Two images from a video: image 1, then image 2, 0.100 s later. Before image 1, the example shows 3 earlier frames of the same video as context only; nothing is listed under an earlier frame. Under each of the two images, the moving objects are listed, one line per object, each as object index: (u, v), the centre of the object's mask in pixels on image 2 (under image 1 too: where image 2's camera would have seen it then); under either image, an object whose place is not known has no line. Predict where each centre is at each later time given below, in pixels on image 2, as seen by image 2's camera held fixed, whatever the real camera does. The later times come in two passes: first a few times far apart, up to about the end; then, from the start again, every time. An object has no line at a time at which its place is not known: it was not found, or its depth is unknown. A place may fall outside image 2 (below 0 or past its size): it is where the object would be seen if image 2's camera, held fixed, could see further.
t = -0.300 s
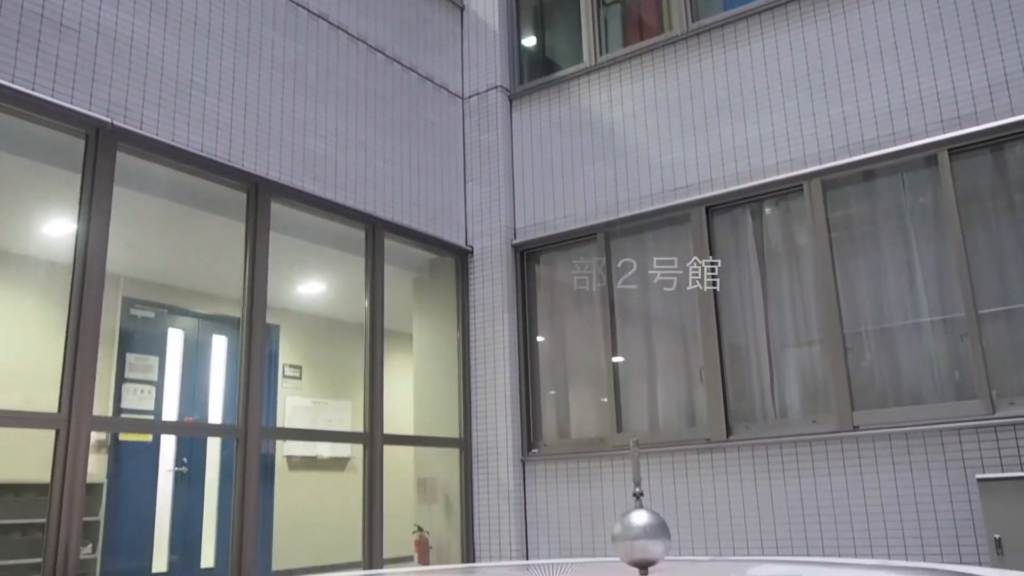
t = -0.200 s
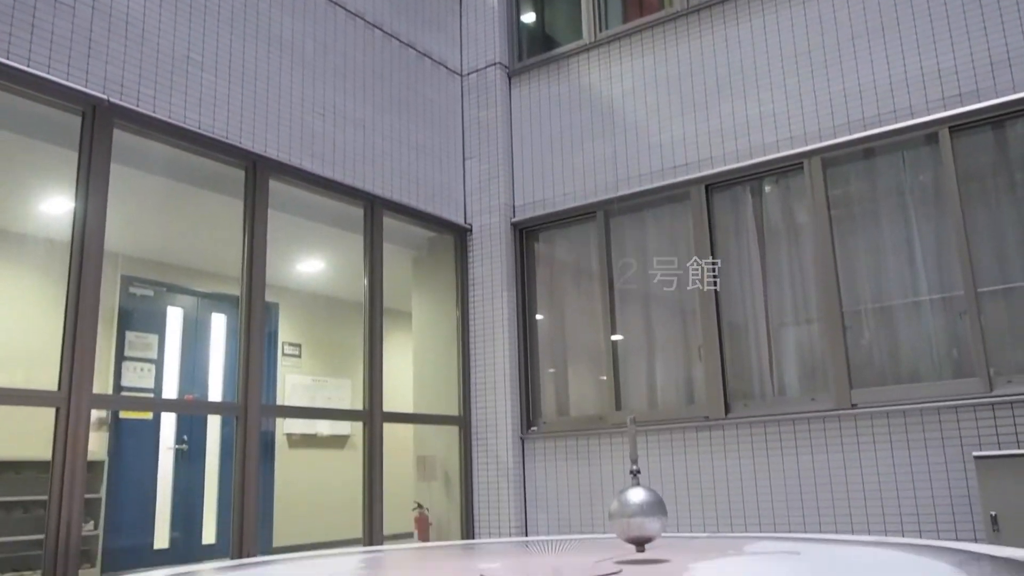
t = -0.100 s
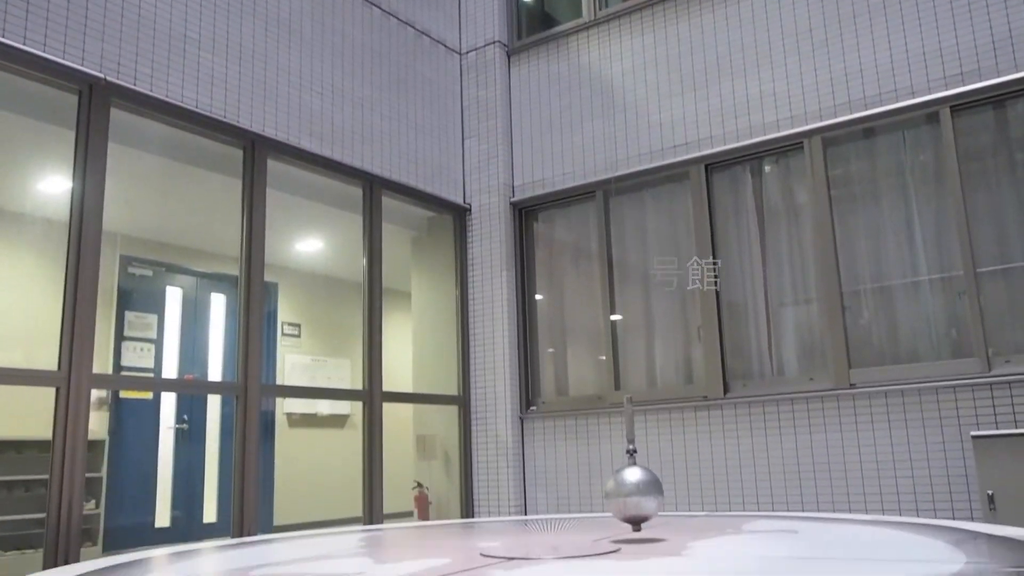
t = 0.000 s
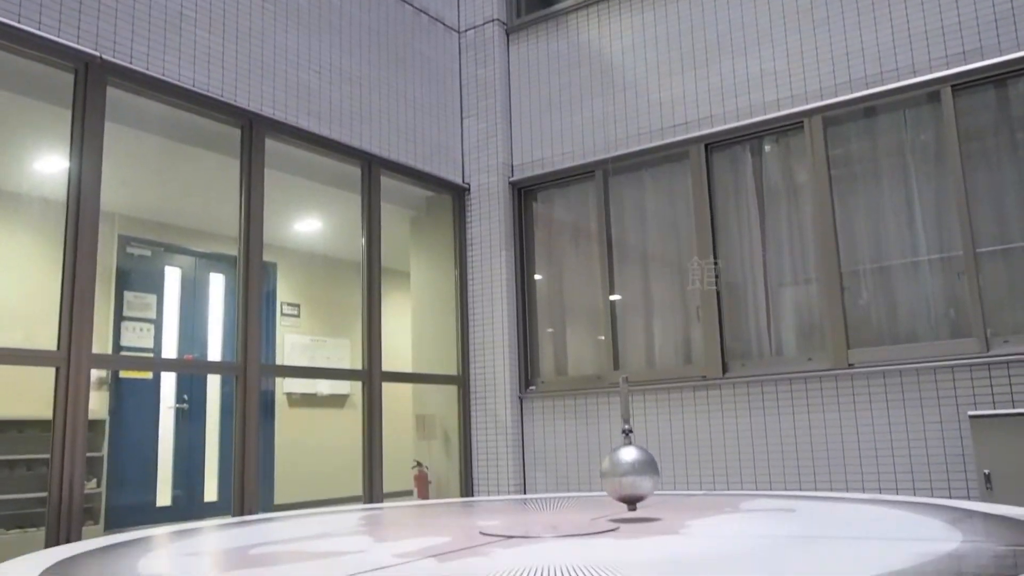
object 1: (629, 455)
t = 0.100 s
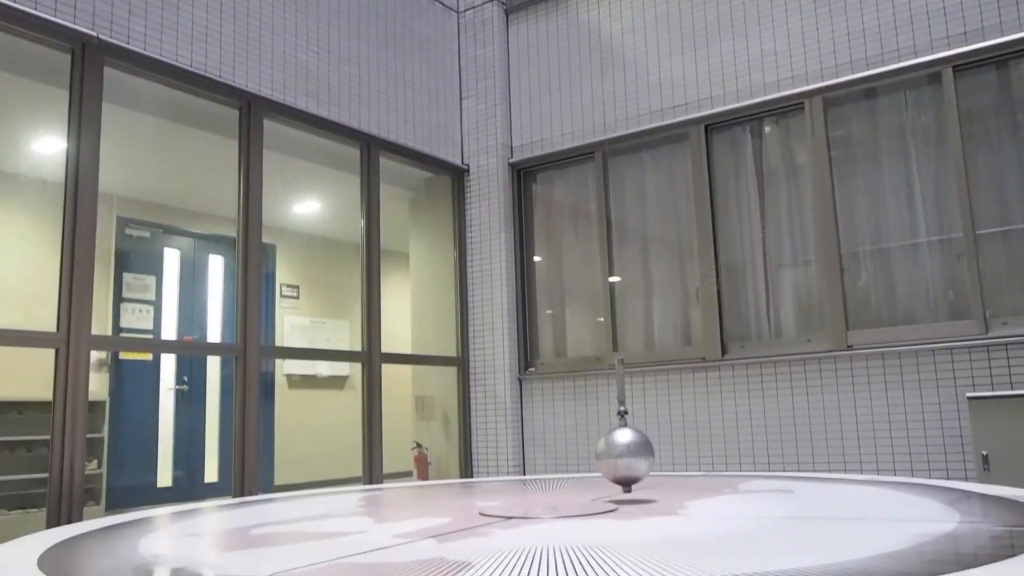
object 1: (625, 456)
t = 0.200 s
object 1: (620, 456)
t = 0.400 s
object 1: (609, 458)
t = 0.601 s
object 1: (596, 459)
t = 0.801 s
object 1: (580, 461)
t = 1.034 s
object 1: (559, 464)
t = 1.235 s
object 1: (539, 465)
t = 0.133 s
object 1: (623, 456)
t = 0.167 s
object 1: (622, 456)
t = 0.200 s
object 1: (620, 456)
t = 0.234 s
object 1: (619, 457)
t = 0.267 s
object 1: (617, 457)
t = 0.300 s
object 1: (615, 457)
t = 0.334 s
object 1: (613, 457)
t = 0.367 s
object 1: (611, 458)
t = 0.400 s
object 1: (609, 458)
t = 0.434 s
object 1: (607, 458)
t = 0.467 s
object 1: (605, 459)
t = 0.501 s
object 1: (603, 459)
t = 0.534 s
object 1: (601, 459)
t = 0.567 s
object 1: (598, 459)
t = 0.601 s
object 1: (596, 459)
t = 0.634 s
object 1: (593, 460)
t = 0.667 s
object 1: (590, 460)
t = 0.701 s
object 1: (588, 460)
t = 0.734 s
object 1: (585, 461)
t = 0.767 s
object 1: (582, 461)
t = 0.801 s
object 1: (580, 461)
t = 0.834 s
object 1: (577, 462)
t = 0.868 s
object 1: (573, 462)
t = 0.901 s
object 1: (571, 462)
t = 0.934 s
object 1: (568, 462)
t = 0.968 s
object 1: (565, 463)
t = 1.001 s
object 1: (562, 463)
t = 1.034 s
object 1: (559, 464)
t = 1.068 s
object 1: (555, 464)
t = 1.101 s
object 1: (552, 464)
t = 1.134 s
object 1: (549, 464)
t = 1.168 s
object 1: (546, 464)
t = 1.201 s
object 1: (543, 465)
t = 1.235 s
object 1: (539, 465)
